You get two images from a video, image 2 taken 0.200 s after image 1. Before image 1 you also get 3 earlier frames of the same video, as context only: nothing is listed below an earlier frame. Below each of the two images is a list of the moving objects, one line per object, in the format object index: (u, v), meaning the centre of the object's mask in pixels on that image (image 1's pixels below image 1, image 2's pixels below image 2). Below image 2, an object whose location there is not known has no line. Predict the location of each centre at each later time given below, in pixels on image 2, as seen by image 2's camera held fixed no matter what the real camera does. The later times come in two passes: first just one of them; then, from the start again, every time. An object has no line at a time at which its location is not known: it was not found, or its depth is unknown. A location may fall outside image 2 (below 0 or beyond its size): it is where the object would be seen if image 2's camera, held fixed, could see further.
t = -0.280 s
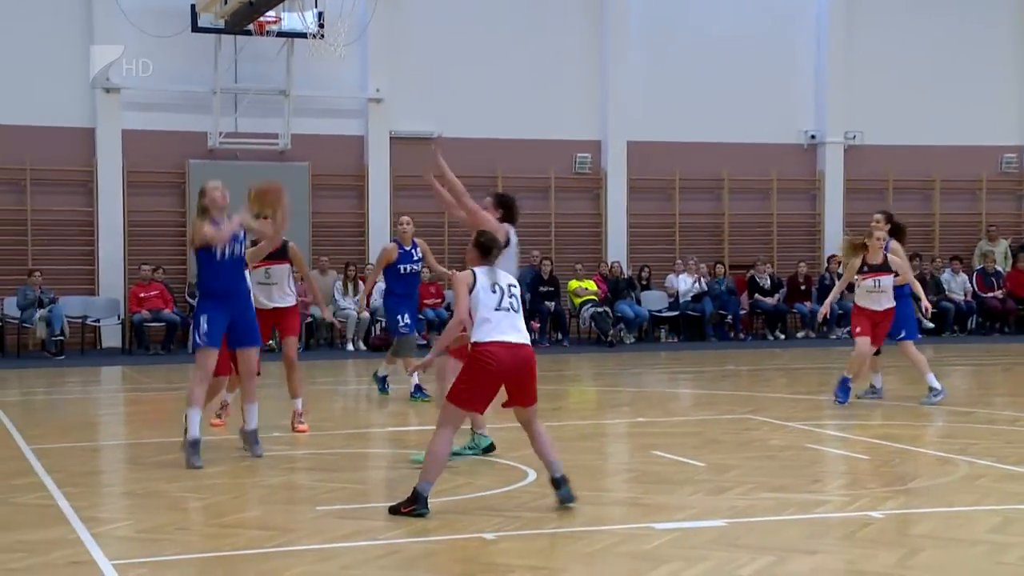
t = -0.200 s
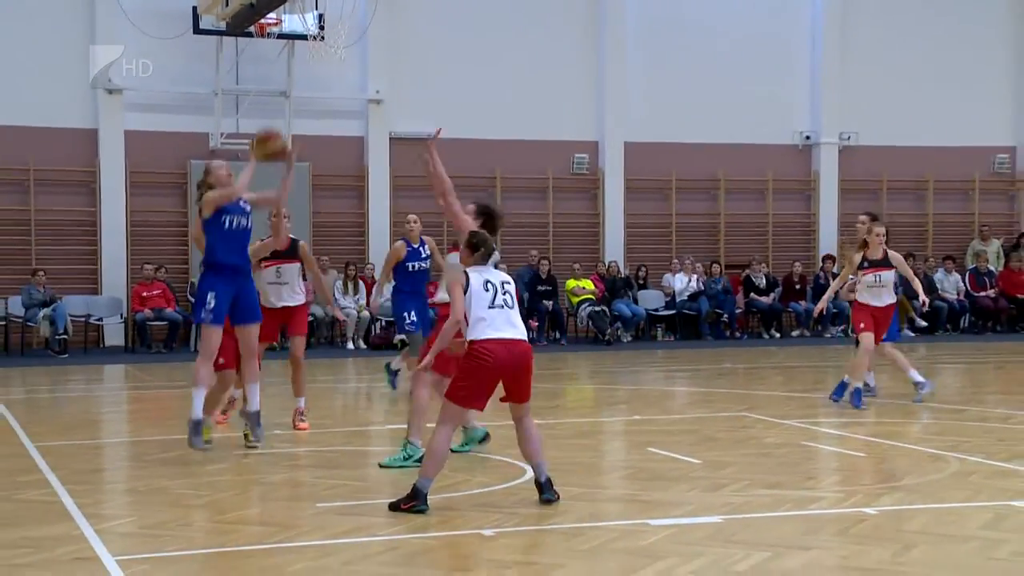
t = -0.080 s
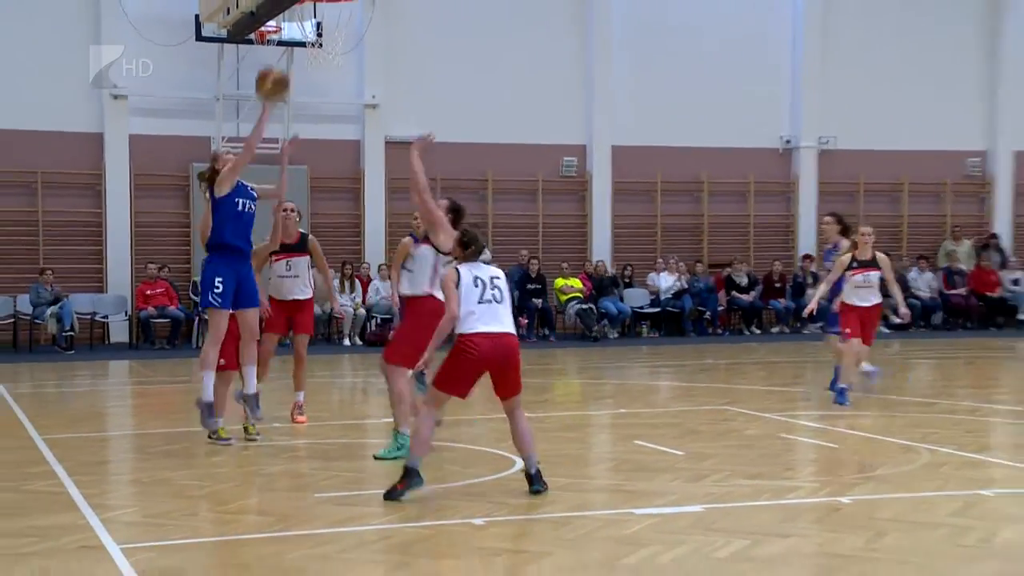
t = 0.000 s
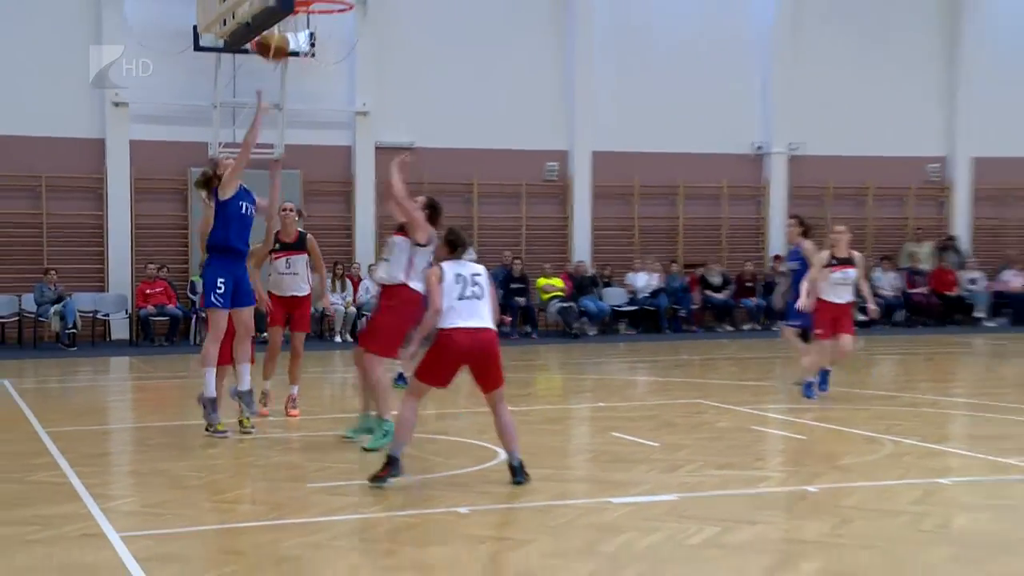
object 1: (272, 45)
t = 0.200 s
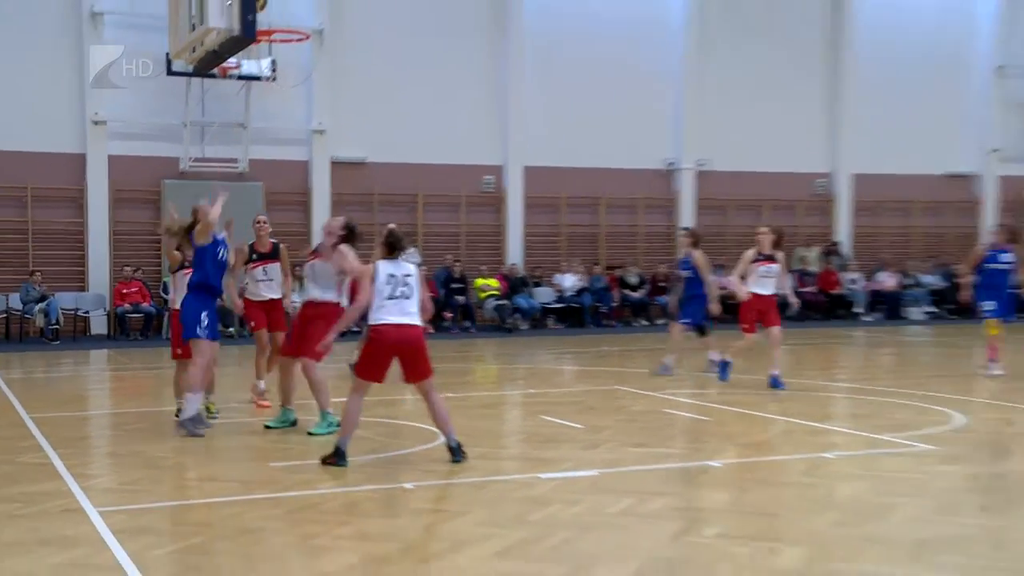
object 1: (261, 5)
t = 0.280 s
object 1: (262, 0)
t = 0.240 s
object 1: (261, 4)
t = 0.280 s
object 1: (262, 0)
